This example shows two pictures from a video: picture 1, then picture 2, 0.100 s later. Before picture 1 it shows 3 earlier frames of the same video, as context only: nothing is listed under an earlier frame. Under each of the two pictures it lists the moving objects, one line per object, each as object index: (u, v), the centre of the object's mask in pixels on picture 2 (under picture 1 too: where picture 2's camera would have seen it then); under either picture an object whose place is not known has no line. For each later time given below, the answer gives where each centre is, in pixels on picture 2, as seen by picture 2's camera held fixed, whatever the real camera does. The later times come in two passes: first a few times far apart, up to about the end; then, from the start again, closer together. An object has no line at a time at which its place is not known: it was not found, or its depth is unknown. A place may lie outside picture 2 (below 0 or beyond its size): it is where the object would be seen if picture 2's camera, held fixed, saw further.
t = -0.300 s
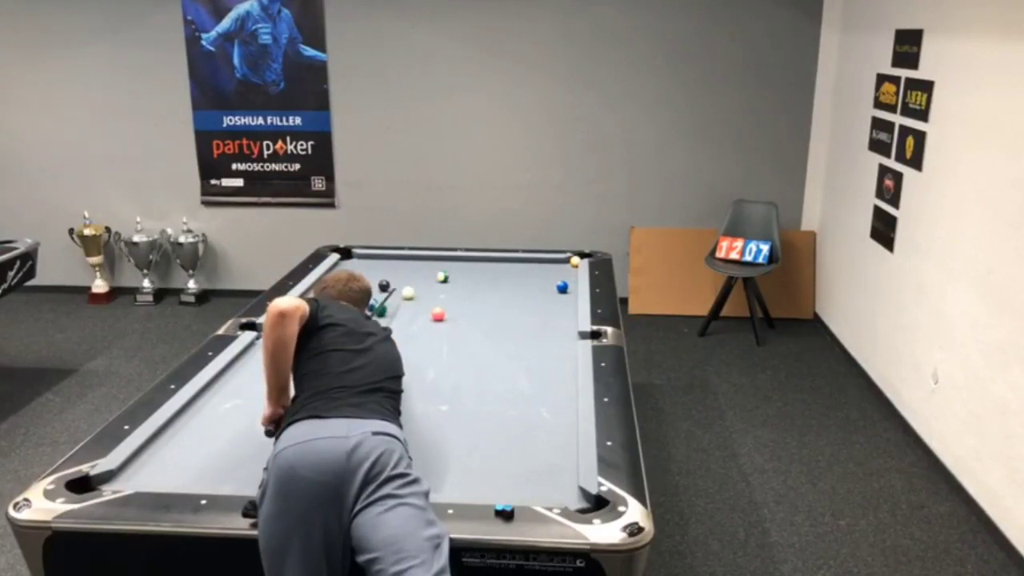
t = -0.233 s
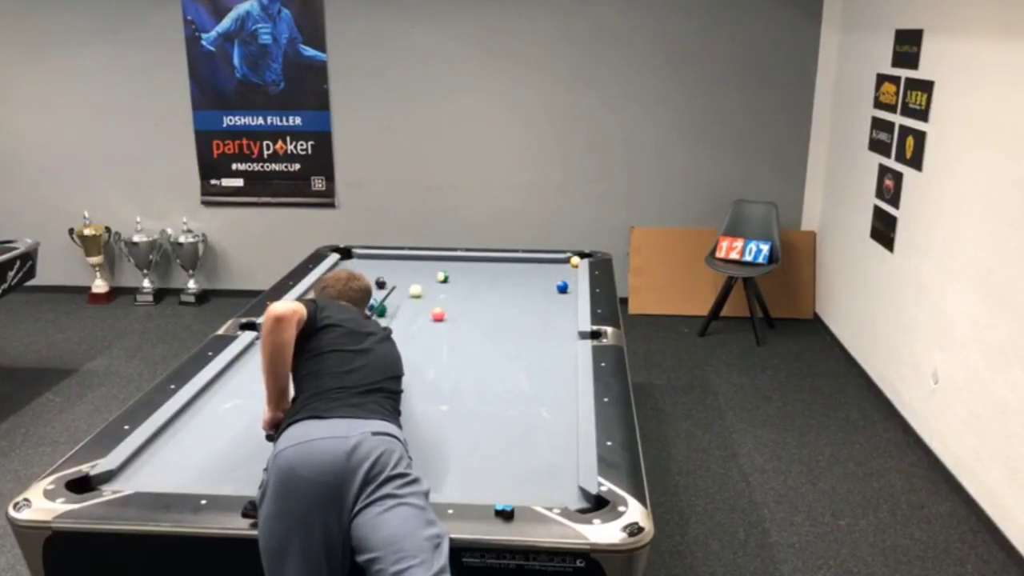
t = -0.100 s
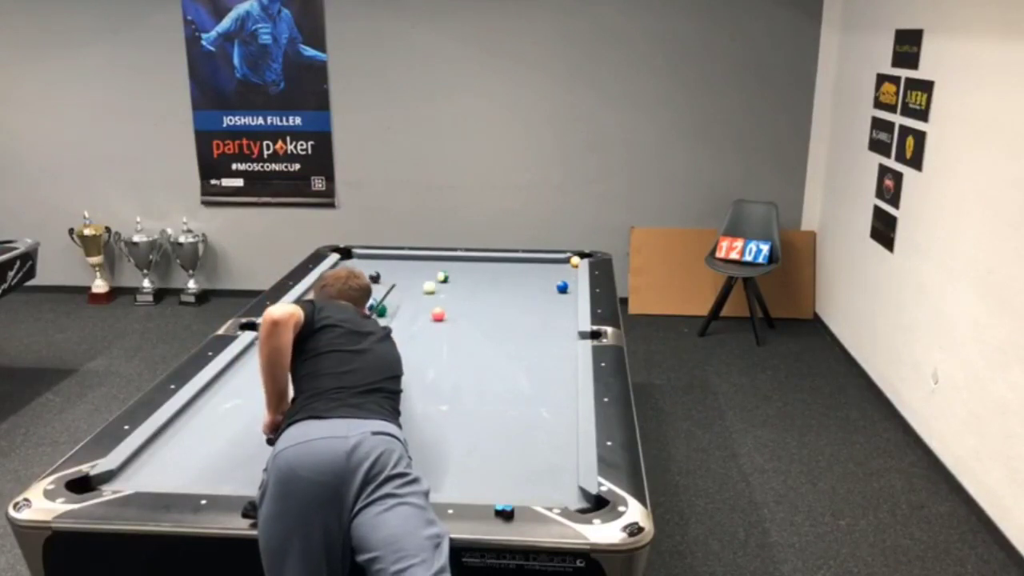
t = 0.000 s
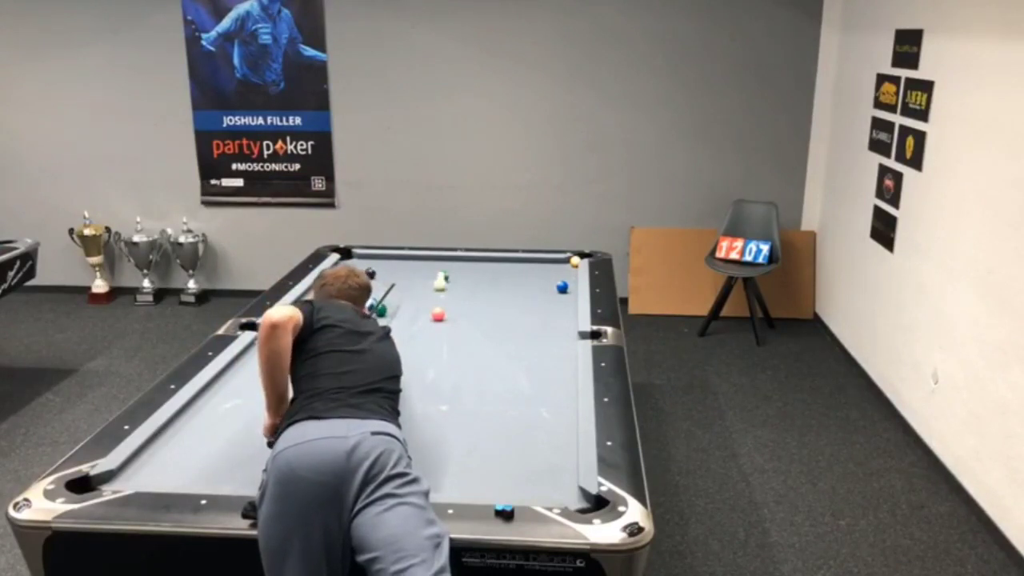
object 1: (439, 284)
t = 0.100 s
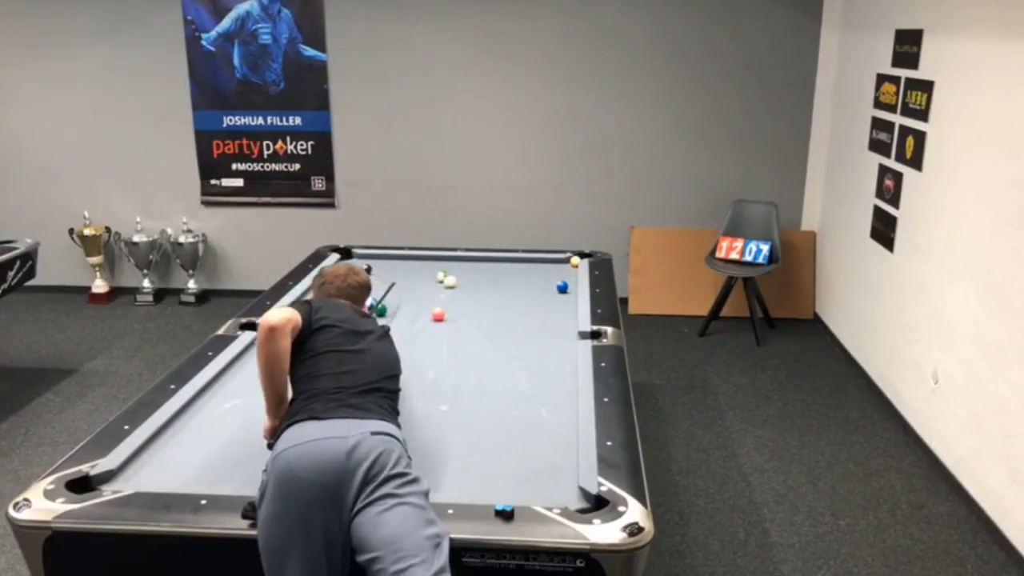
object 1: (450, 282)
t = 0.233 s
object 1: (462, 278)
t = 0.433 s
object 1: (479, 273)
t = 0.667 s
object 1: (499, 268)
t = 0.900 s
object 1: (517, 263)
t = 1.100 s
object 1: (531, 260)
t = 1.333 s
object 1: (541, 263)
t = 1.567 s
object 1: (551, 266)
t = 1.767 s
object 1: (560, 269)
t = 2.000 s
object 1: (570, 272)
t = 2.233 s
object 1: (569, 274)
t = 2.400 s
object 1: (564, 275)
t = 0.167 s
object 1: (456, 280)
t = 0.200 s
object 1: (459, 279)
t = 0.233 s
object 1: (462, 278)
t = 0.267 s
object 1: (465, 278)
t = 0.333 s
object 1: (471, 276)
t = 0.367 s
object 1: (474, 275)
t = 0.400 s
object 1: (477, 274)
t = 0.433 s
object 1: (479, 273)
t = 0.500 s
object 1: (485, 272)
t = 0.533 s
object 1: (488, 271)
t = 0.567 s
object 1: (491, 271)
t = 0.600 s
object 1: (494, 270)
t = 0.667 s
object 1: (499, 268)
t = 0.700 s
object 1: (502, 268)
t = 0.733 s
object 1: (504, 266)
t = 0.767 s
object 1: (507, 266)
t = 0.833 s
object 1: (512, 265)
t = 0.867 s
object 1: (515, 264)
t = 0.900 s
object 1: (517, 263)
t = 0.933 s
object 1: (520, 262)
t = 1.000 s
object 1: (525, 261)
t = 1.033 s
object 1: (527, 261)
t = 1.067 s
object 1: (529, 260)
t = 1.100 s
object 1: (531, 260)
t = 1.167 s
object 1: (534, 261)
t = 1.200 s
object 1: (535, 261)
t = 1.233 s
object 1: (537, 261)
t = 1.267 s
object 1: (538, 262)
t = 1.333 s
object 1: (541, 263)
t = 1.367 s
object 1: (543, 263)
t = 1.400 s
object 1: (544, 264)
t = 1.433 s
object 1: (545, 264)
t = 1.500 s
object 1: (548, 265)
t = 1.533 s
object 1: (550, 266)
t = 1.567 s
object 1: (551, 266)
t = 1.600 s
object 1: (553, 267)
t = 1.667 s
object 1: (555, 267)
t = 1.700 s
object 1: (557, 268)
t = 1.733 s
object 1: (558, 268)
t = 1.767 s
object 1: (560, 269)
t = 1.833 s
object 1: (563, 269)
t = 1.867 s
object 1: (564, 270)
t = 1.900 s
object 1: (565, 270)
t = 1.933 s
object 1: (567, 270)
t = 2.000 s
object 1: (570, 272)
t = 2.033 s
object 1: (571, 272)
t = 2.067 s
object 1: (572, 273)
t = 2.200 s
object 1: (569, 274)
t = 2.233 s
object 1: (569, 274)
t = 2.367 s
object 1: (565, 275)
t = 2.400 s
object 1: (564, 275)
